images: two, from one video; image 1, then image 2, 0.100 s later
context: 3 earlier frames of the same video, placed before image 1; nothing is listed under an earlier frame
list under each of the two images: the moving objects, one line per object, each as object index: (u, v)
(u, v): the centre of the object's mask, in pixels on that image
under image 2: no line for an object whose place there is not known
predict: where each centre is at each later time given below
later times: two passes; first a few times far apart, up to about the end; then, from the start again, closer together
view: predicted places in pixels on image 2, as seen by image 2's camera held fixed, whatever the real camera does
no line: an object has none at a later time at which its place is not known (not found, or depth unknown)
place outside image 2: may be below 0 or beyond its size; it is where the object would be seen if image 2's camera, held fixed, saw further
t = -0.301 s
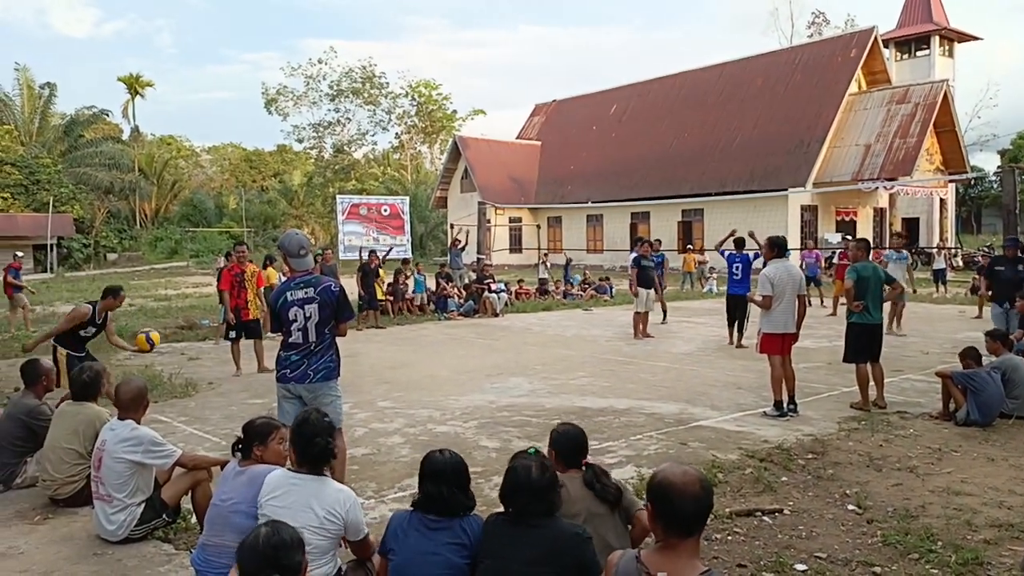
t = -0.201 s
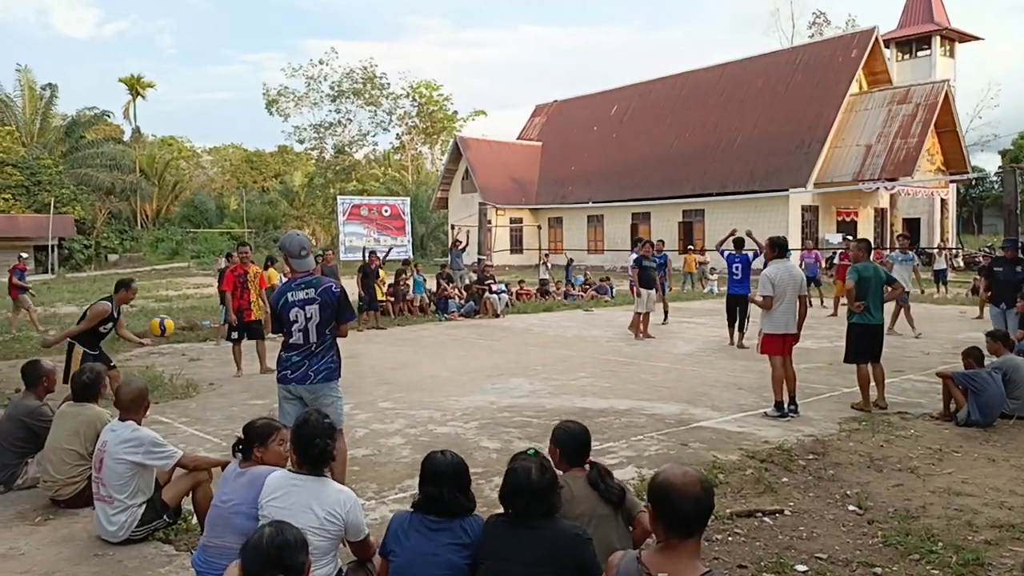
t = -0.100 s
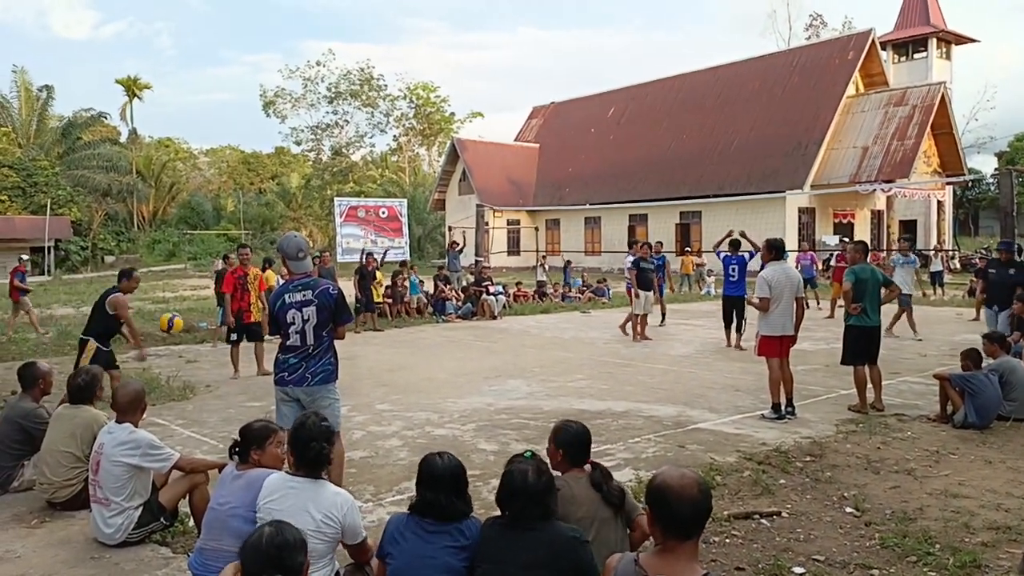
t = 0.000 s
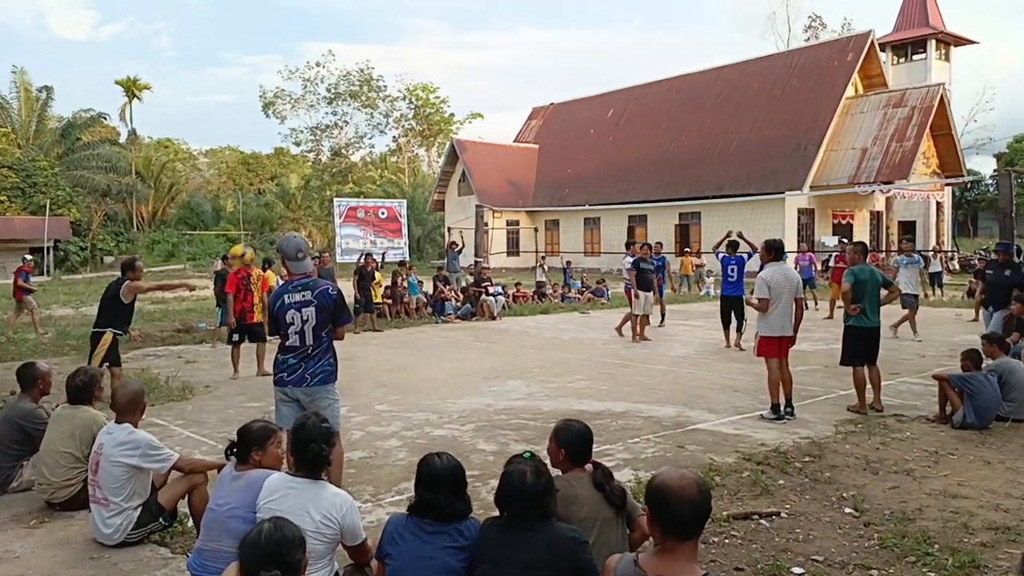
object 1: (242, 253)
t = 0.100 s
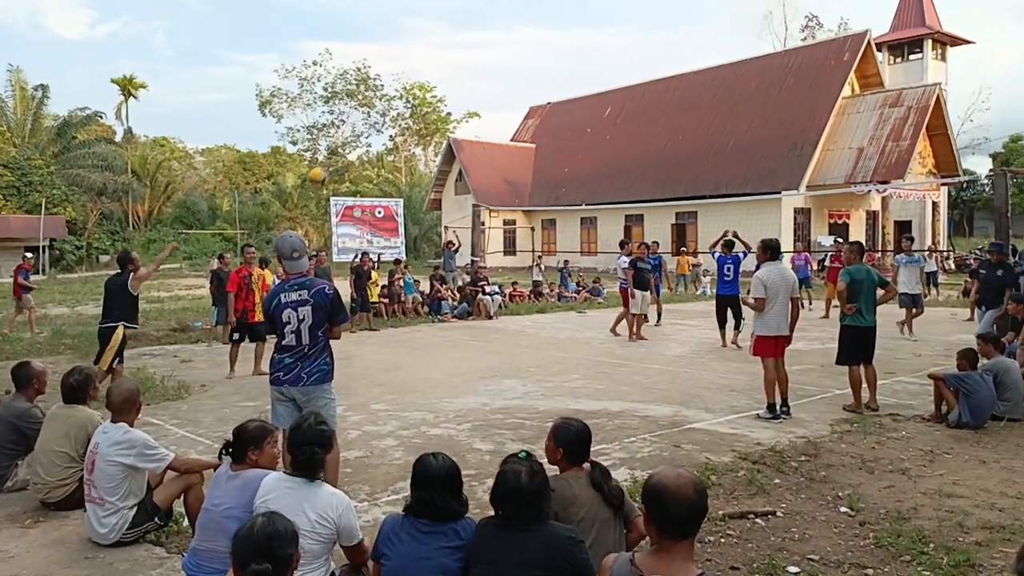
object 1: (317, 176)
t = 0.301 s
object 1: (450, 76)
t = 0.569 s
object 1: (585, 20)
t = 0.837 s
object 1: (686, 23)
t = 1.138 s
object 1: (775, 73)
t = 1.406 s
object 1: (832, 151)
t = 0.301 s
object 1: (450, 76)
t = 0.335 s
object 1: (469, 65)
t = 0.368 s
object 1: (488, 55)
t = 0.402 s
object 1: (505, 46)
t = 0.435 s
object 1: (523, 39)
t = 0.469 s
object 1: (539, 32)
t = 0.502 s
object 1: (555, 27)
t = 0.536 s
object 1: (570, 23)
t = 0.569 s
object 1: (585, 20)
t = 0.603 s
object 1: (599, 18)
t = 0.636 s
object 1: (613, 16)
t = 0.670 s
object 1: (626, 16)
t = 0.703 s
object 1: (639, 16)
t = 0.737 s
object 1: (652, 16)
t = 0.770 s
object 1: (664, 18)
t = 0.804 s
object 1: (675, 20)
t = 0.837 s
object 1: (686, 23)
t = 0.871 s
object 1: (698, 27)
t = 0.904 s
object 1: (708, 31)
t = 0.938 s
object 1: (718, 36)
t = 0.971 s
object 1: (728, 41)
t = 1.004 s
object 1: (738, 47)
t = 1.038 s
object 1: (748, 53)
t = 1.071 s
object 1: (757, 60)
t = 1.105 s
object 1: (766, 66)
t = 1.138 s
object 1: (775, 73)
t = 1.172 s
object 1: (782, 81)
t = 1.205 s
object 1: (791, 91)
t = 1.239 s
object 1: (799, 99)
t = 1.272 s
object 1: (805, 109)
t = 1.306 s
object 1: (813, 118)
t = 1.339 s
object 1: (820, 129)
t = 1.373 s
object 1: (826, 141)
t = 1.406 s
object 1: (832, 151)
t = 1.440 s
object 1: (839, 162)
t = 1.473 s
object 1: (845, 174)
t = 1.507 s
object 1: (850, 183)
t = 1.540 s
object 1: (856, 197)
